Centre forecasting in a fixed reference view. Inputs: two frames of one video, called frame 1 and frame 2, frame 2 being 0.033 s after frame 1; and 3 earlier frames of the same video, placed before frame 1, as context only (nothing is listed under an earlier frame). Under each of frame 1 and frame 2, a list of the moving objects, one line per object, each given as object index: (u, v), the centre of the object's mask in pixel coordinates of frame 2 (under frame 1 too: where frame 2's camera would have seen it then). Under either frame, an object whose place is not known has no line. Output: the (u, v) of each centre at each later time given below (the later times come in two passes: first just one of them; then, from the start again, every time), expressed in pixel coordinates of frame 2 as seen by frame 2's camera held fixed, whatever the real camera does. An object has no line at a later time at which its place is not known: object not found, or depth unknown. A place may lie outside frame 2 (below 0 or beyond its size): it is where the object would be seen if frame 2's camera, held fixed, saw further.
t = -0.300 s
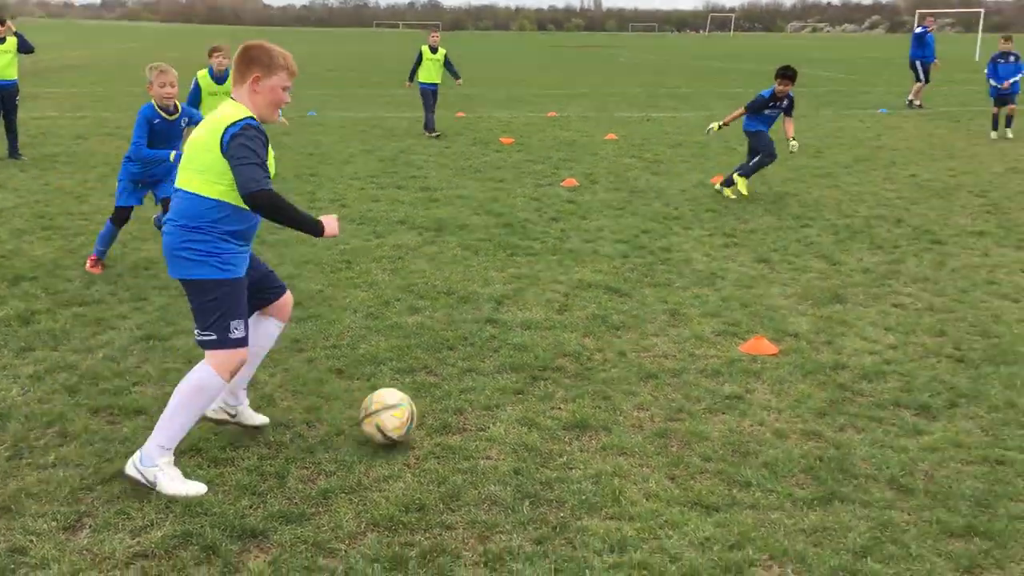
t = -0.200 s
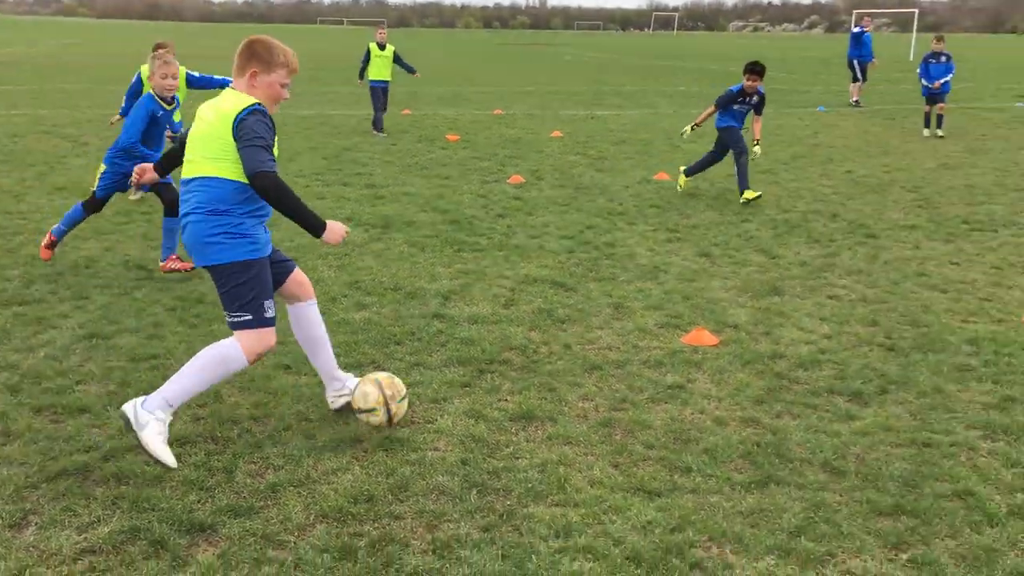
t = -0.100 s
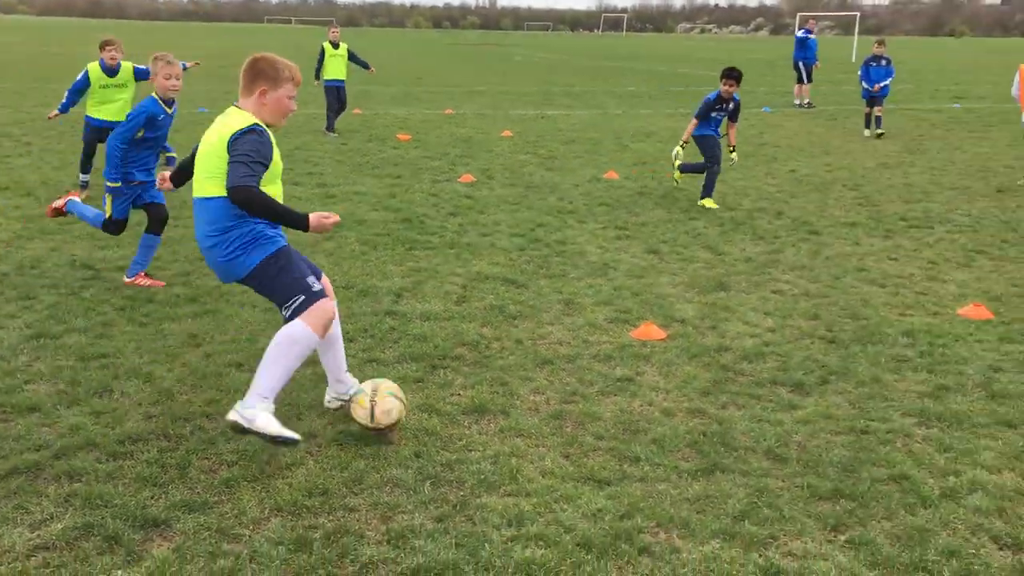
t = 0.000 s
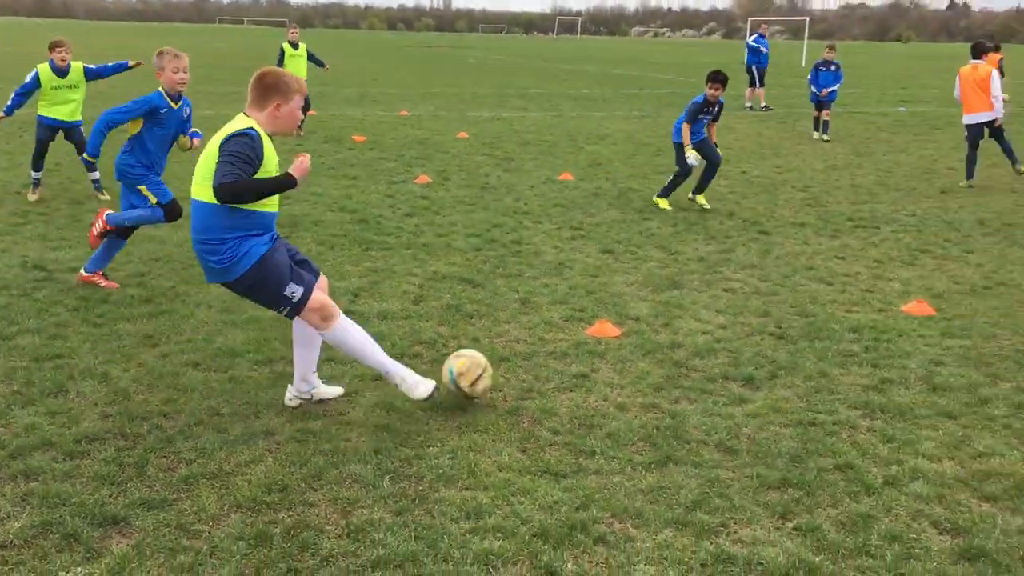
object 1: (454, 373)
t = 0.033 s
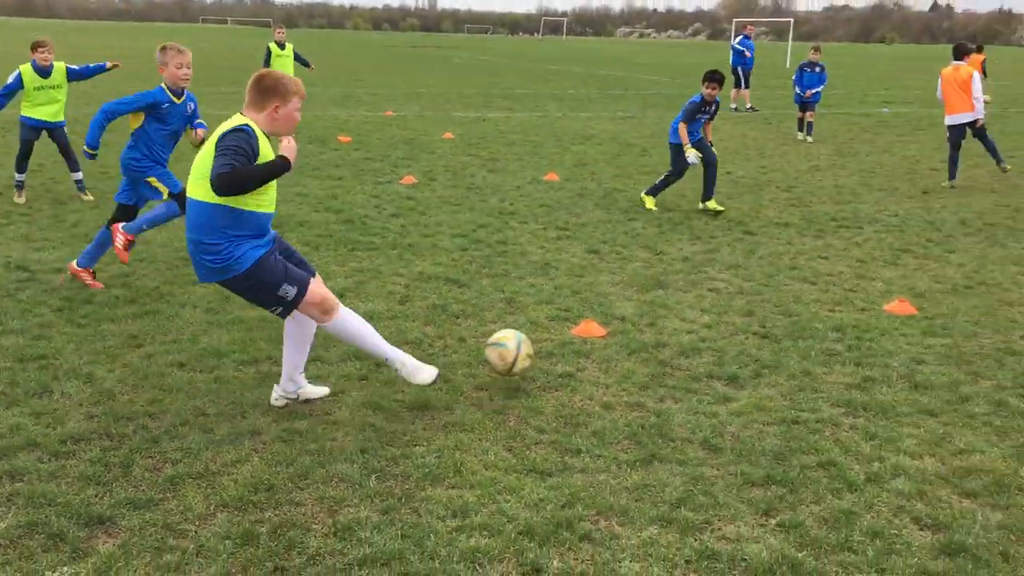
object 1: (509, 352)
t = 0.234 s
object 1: (757, 298)
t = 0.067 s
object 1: (559, 334)
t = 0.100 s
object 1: (607, 320)
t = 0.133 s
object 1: (650, 310)
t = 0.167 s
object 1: (689, 304)
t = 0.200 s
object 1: (724, 299)
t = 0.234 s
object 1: (757, 298)
